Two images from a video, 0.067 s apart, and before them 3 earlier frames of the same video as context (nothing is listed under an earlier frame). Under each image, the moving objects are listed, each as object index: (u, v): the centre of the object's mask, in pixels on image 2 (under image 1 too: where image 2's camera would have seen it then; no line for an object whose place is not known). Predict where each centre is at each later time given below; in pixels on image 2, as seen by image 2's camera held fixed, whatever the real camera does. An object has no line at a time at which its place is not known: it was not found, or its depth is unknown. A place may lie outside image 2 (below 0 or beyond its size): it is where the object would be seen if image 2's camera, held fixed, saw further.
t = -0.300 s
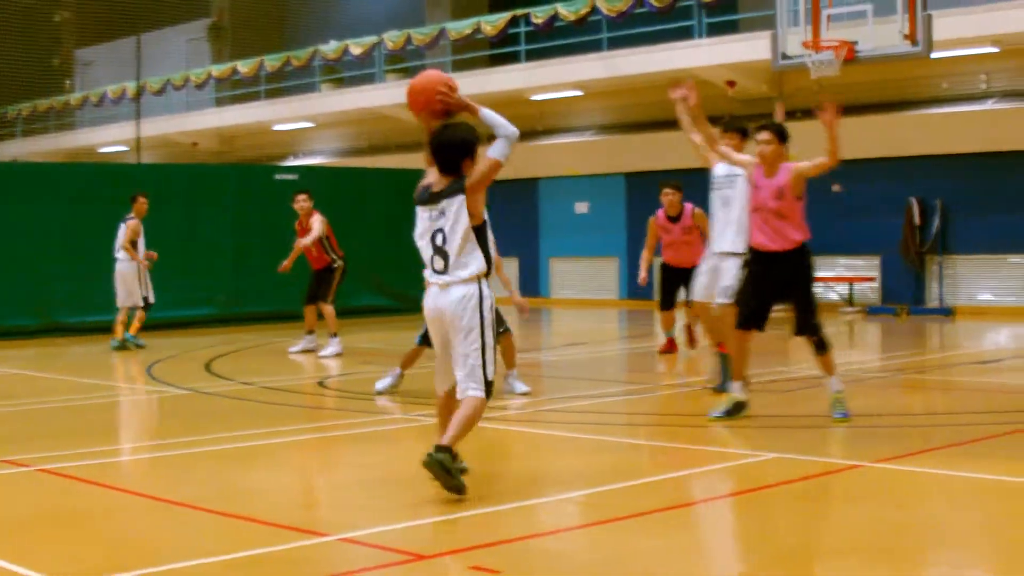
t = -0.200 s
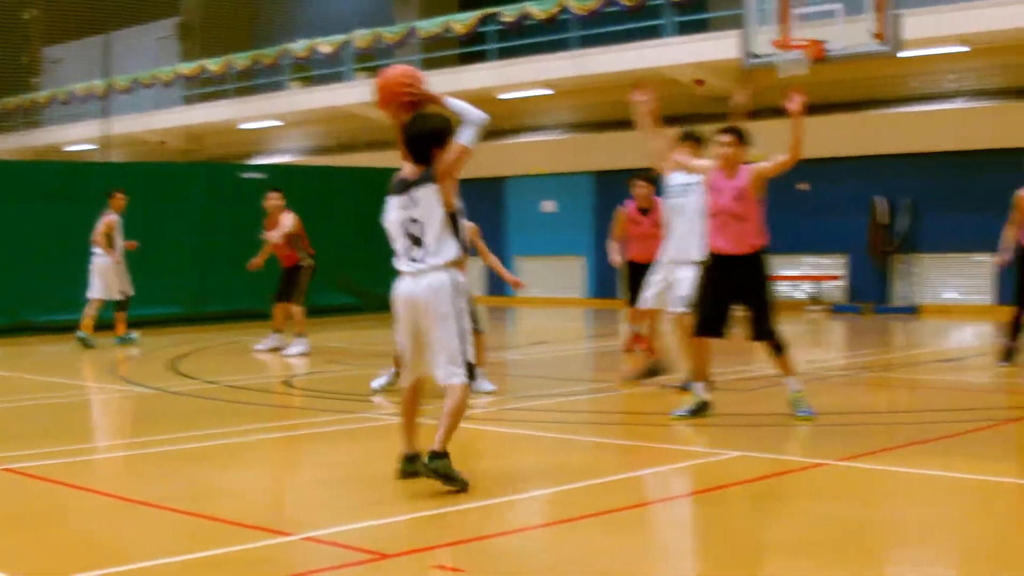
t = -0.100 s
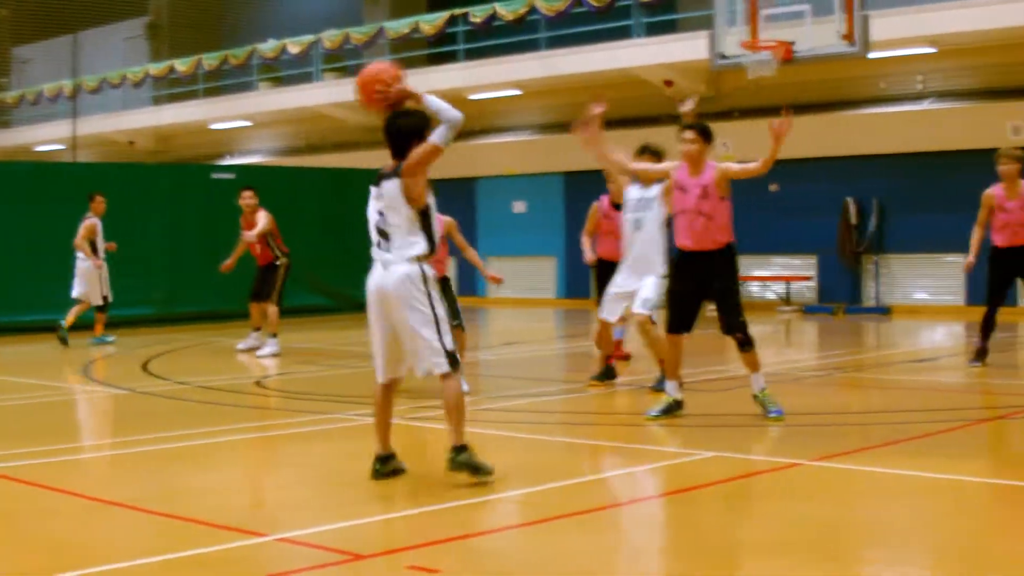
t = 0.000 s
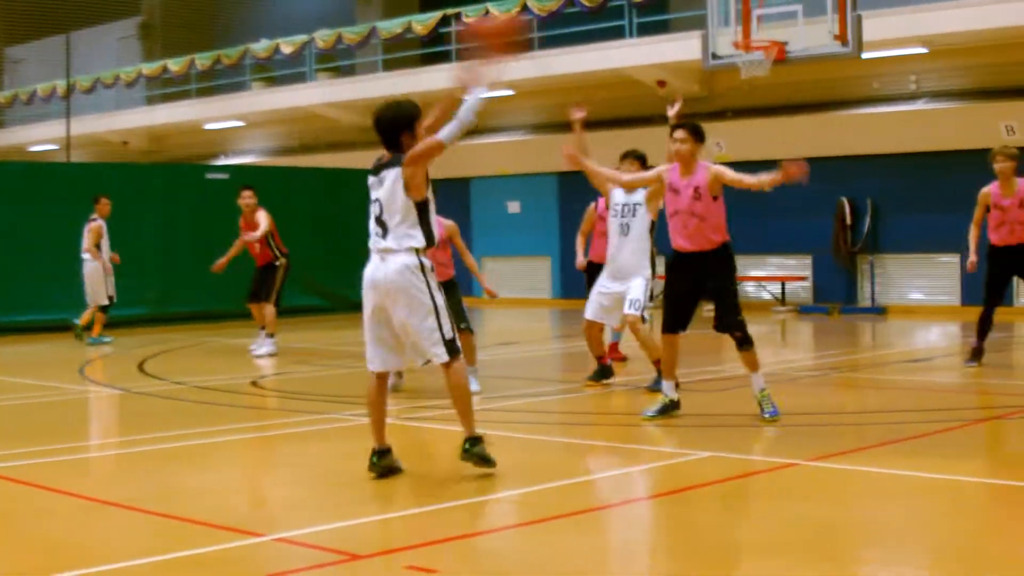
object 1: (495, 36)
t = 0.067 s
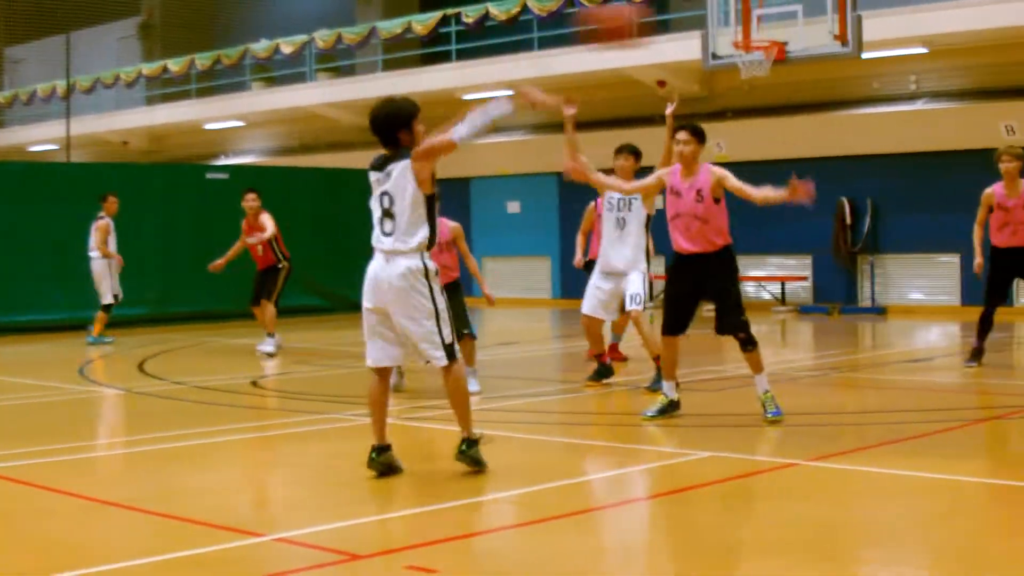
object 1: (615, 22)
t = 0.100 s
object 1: (669, 19)
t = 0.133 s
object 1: (727, 25)
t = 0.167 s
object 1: (788, 32)
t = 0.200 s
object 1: (845, 36)
